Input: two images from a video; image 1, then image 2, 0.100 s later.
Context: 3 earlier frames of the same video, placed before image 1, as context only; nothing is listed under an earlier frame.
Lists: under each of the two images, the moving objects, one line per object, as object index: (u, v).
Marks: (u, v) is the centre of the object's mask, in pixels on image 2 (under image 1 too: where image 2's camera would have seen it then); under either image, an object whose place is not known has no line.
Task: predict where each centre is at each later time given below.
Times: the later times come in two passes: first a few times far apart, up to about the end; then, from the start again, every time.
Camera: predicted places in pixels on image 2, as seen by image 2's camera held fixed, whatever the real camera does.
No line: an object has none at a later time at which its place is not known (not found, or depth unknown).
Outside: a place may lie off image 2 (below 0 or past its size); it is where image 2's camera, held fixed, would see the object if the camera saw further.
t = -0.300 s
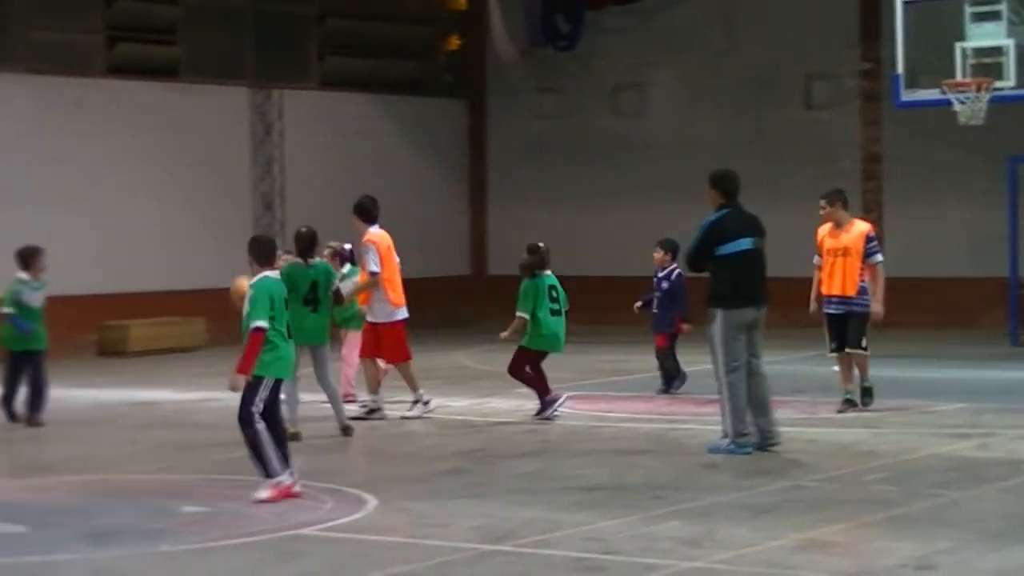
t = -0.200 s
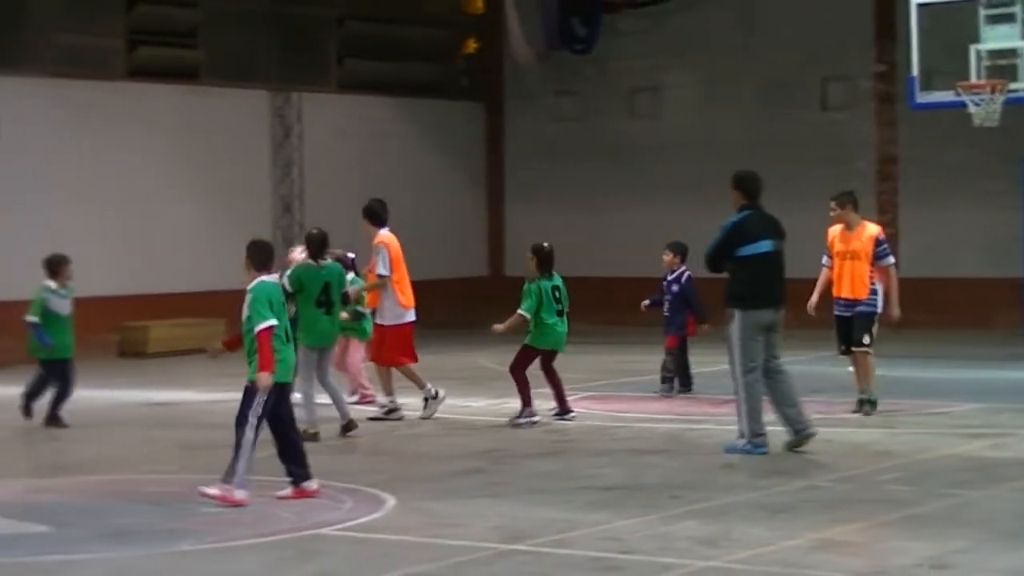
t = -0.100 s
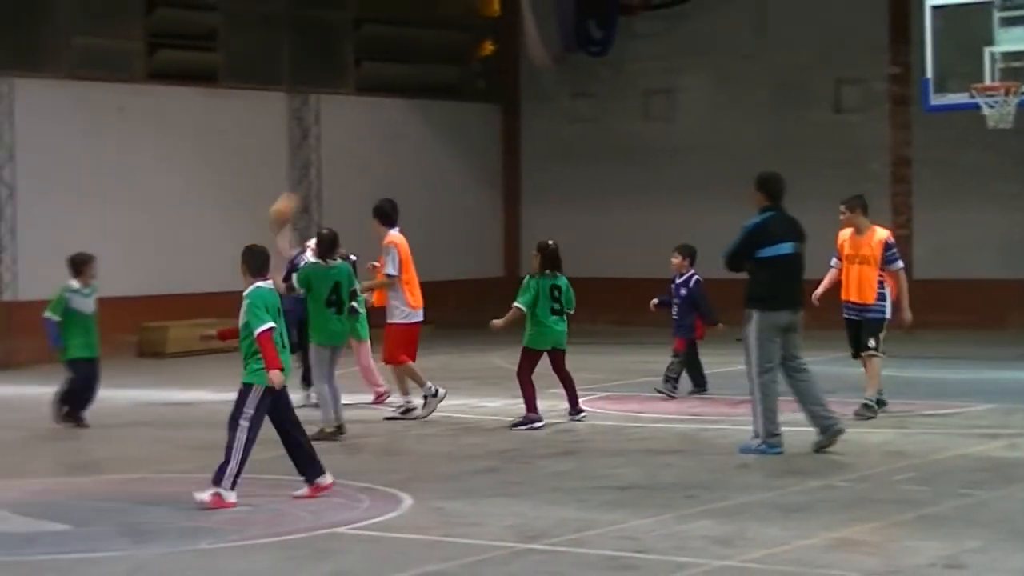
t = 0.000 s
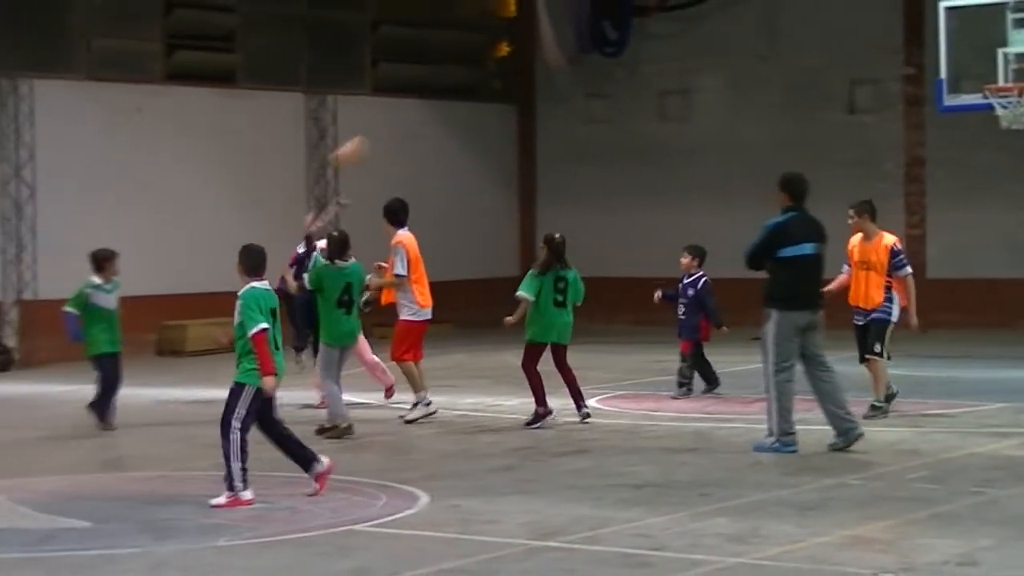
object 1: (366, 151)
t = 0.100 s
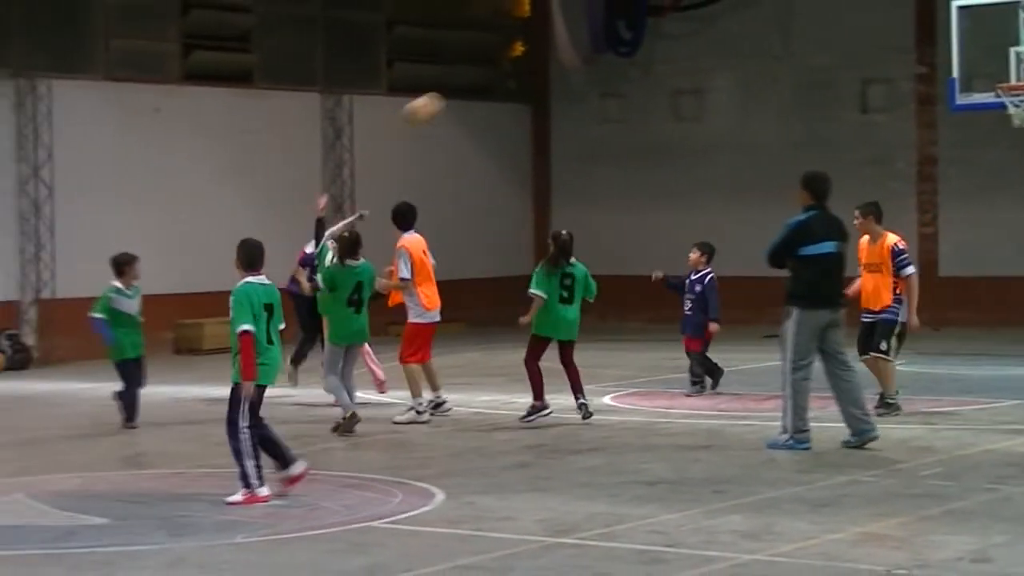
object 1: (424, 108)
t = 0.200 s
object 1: (481, 74)
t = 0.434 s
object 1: (618, 34)
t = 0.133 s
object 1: (444, 94)
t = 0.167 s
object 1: (462, 84)
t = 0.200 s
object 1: (481, 74)
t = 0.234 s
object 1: (500, 66)
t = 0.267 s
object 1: (520, 57)
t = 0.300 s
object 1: (541, 51)
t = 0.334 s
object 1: (560, 45)
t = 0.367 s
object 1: (579, 40)
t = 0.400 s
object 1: (598, 35)
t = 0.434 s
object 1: (618, 34)
